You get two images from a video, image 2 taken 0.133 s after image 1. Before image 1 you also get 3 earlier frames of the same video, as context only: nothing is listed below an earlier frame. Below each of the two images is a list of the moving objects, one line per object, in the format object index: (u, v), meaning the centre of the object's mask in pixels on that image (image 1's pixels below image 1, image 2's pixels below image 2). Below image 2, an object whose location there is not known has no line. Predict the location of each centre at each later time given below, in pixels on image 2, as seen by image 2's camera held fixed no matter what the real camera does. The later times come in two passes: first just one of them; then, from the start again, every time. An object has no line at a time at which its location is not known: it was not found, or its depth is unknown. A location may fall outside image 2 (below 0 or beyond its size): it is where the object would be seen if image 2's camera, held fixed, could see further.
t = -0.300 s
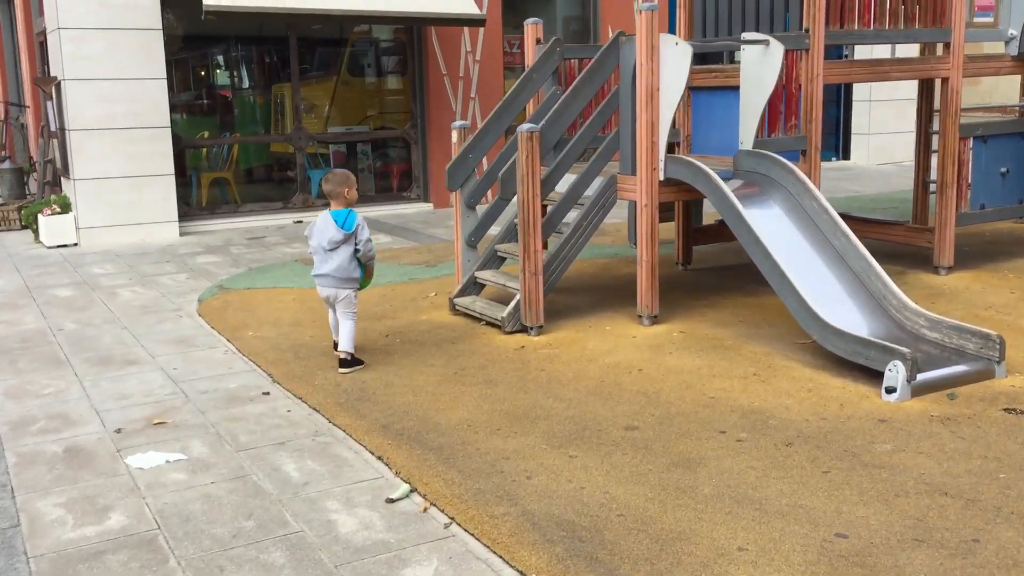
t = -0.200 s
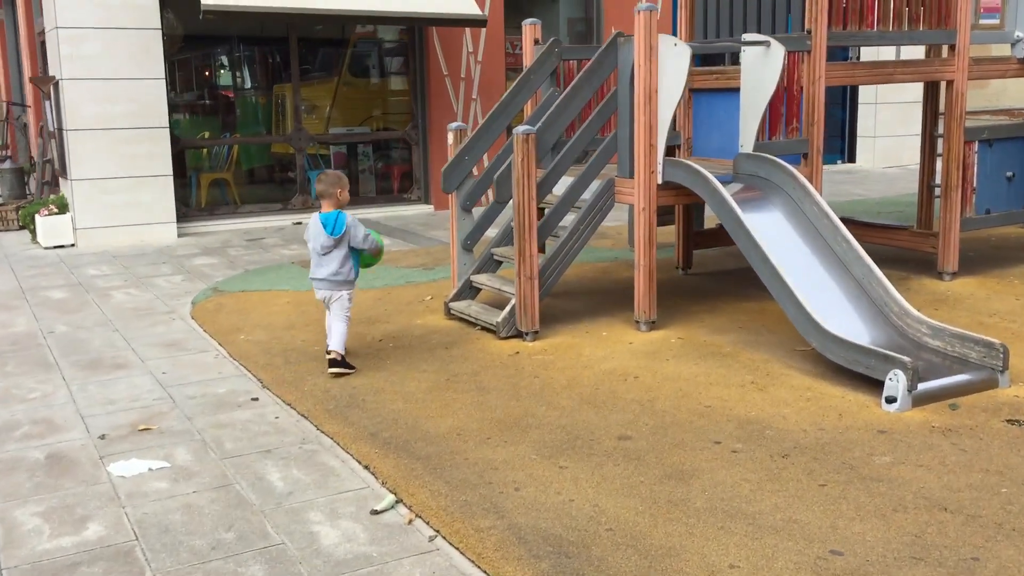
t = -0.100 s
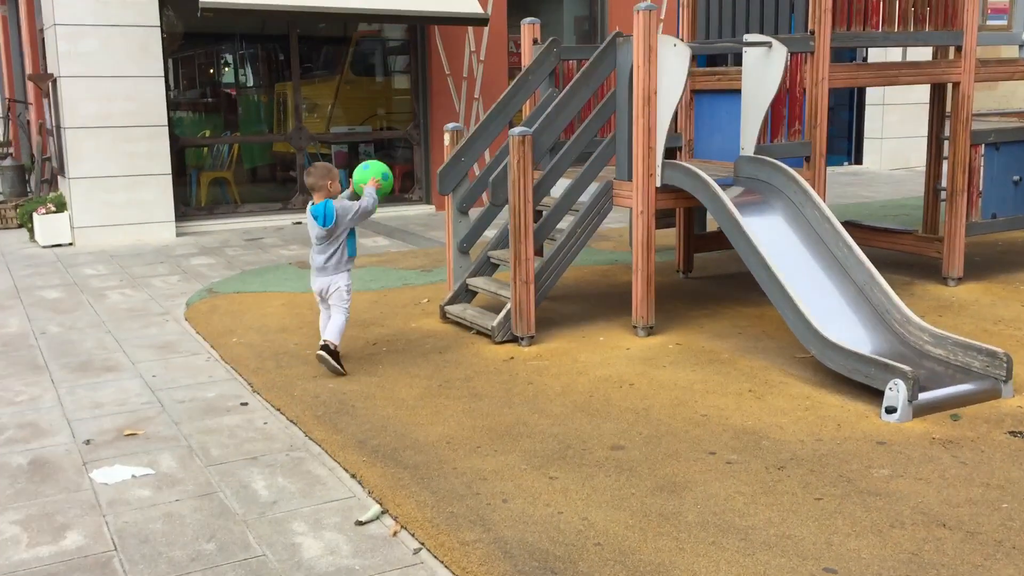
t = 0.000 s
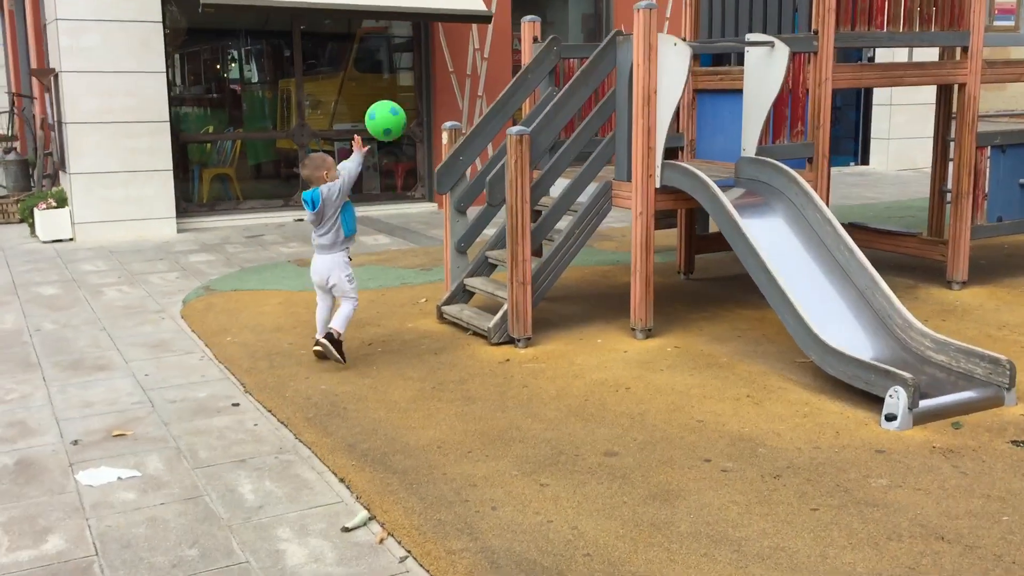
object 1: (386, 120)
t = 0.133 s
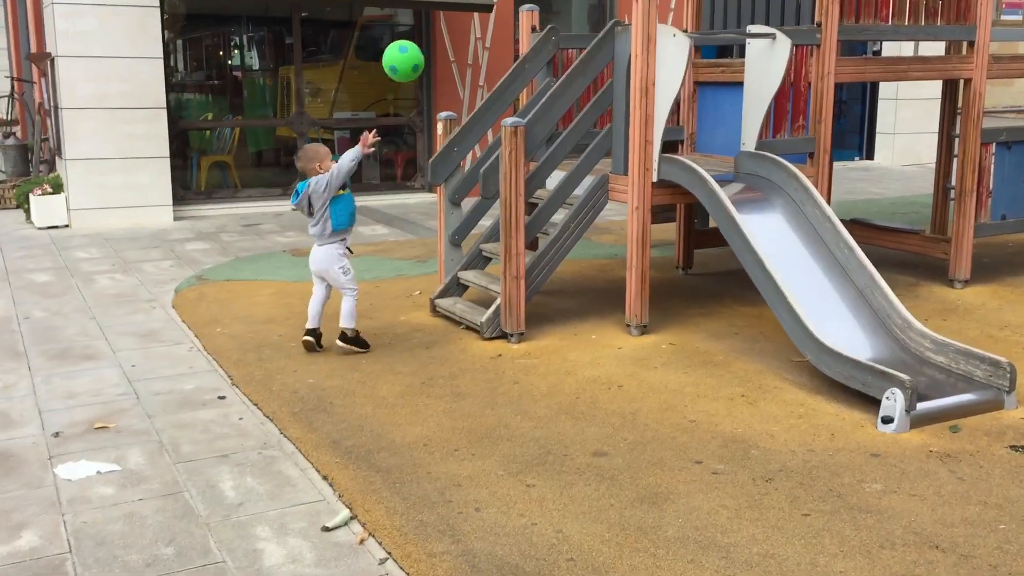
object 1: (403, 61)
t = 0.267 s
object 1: (425, 46)
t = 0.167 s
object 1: (409, 54)
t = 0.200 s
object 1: (414, 49)
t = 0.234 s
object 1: (419, 46)
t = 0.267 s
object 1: (425, 46)
